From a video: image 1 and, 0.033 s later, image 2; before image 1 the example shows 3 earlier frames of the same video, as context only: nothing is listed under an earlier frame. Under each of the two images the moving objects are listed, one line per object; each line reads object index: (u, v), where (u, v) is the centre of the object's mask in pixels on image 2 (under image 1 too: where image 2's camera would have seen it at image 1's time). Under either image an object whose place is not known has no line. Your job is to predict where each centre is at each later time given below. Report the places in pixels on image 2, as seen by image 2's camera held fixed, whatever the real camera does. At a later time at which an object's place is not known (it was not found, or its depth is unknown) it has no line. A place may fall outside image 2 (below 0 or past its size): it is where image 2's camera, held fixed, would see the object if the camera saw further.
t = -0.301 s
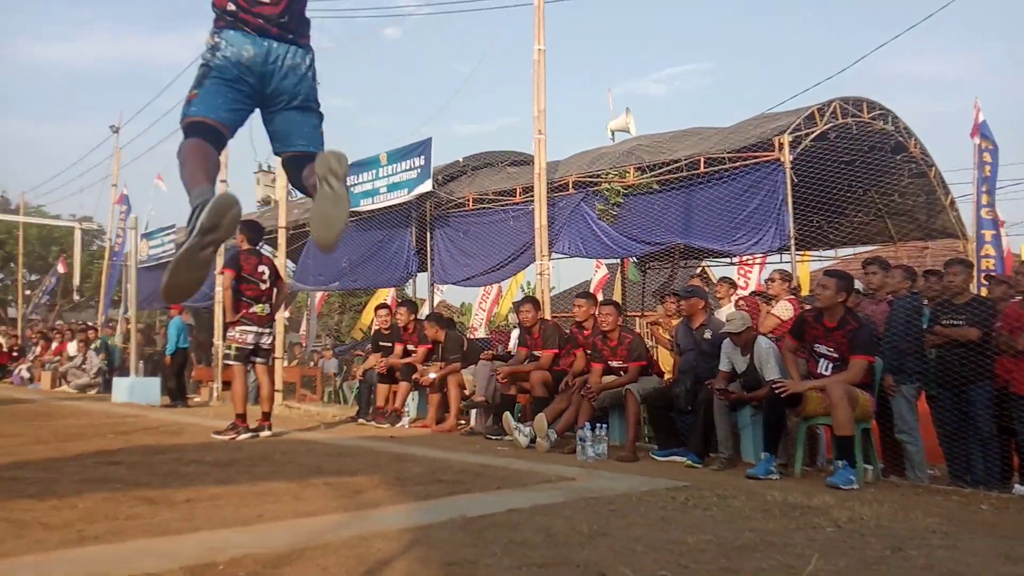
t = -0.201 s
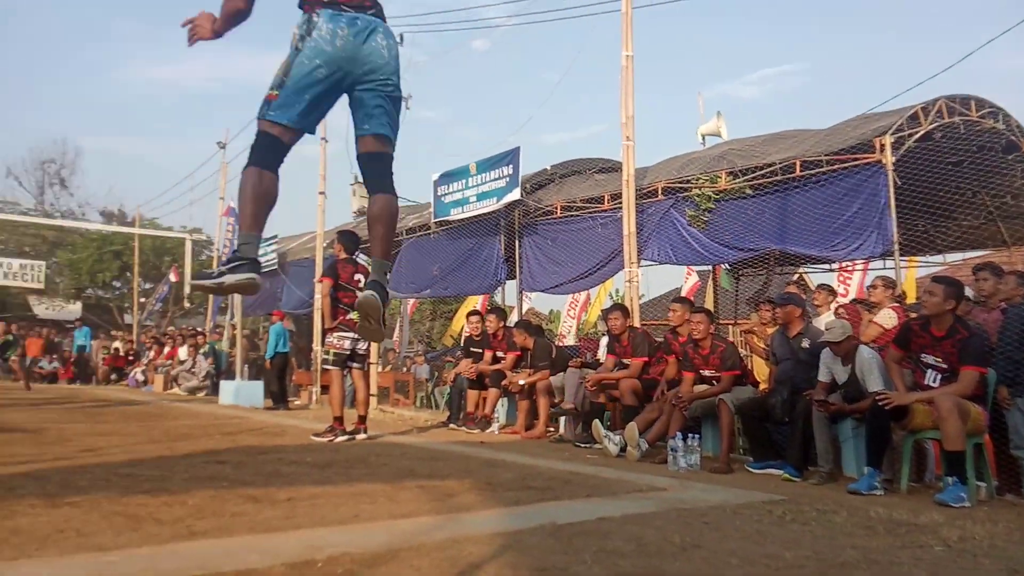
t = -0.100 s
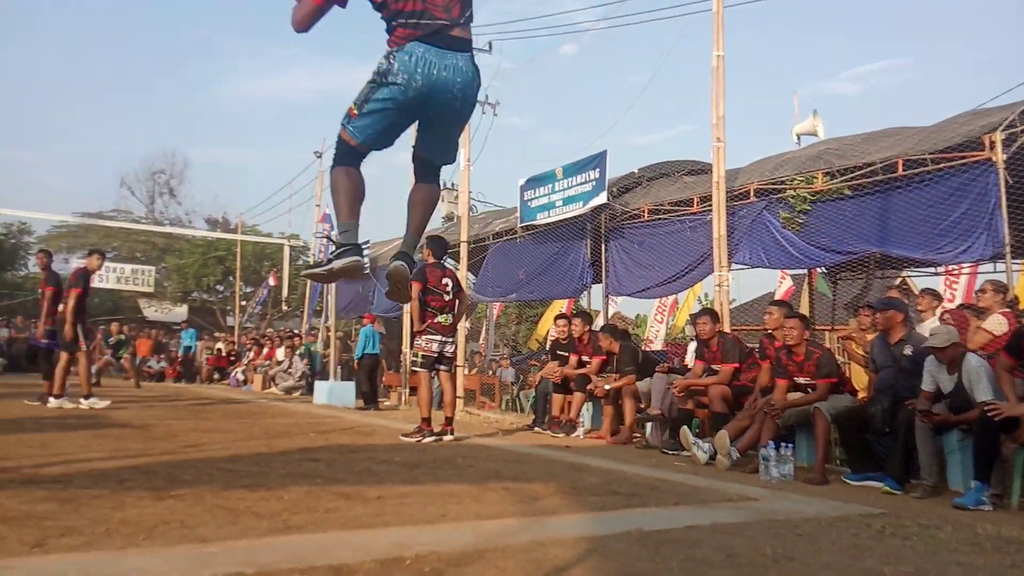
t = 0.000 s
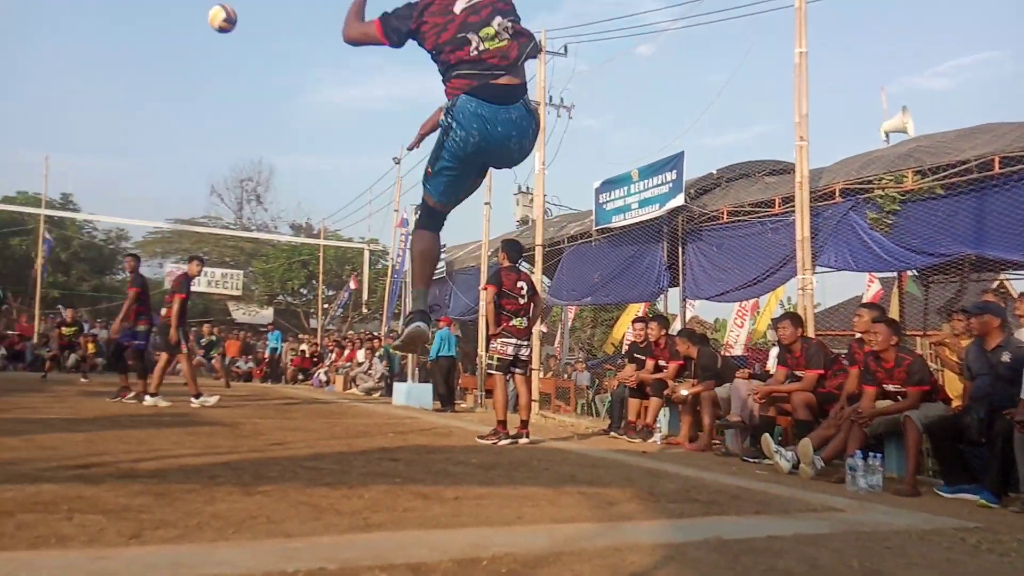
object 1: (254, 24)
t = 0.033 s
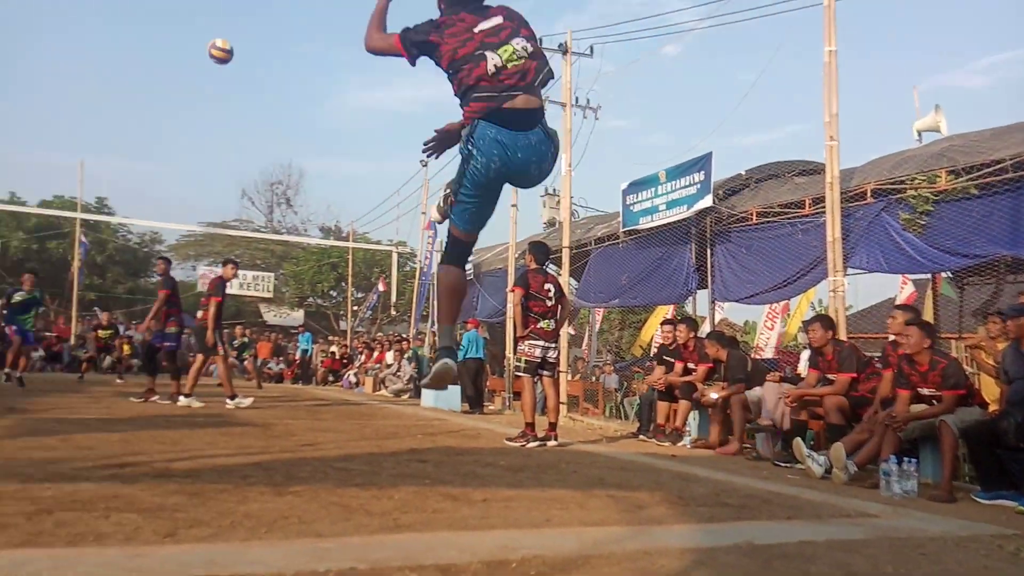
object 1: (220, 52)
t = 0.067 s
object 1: (194, 77)
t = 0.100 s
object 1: (171, 100)
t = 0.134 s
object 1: (152, 120)
